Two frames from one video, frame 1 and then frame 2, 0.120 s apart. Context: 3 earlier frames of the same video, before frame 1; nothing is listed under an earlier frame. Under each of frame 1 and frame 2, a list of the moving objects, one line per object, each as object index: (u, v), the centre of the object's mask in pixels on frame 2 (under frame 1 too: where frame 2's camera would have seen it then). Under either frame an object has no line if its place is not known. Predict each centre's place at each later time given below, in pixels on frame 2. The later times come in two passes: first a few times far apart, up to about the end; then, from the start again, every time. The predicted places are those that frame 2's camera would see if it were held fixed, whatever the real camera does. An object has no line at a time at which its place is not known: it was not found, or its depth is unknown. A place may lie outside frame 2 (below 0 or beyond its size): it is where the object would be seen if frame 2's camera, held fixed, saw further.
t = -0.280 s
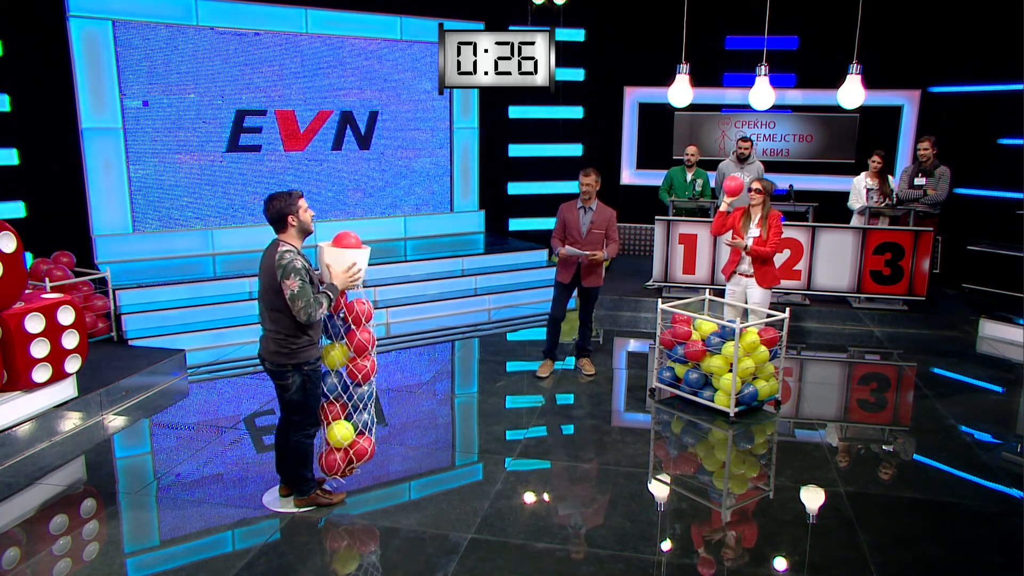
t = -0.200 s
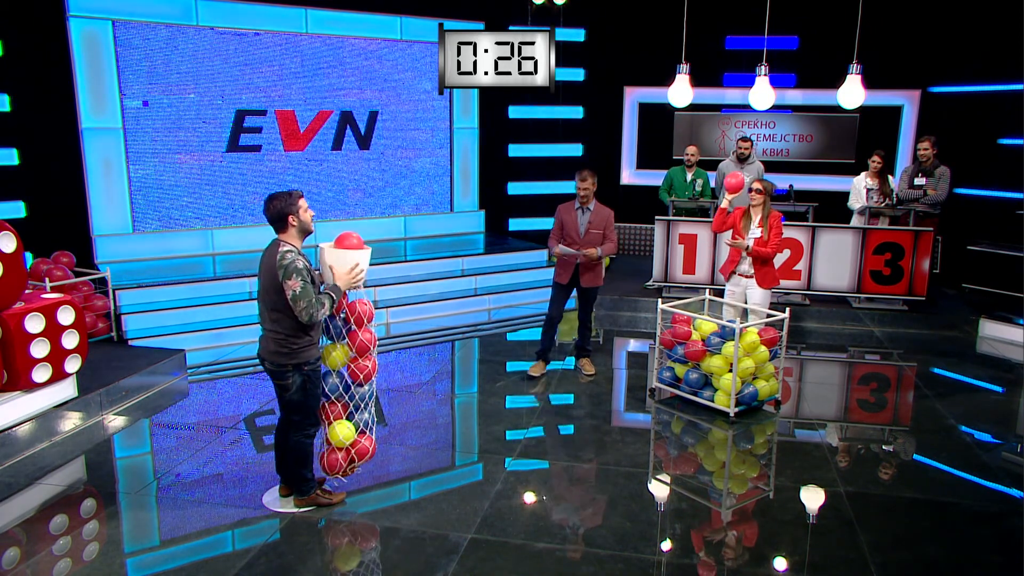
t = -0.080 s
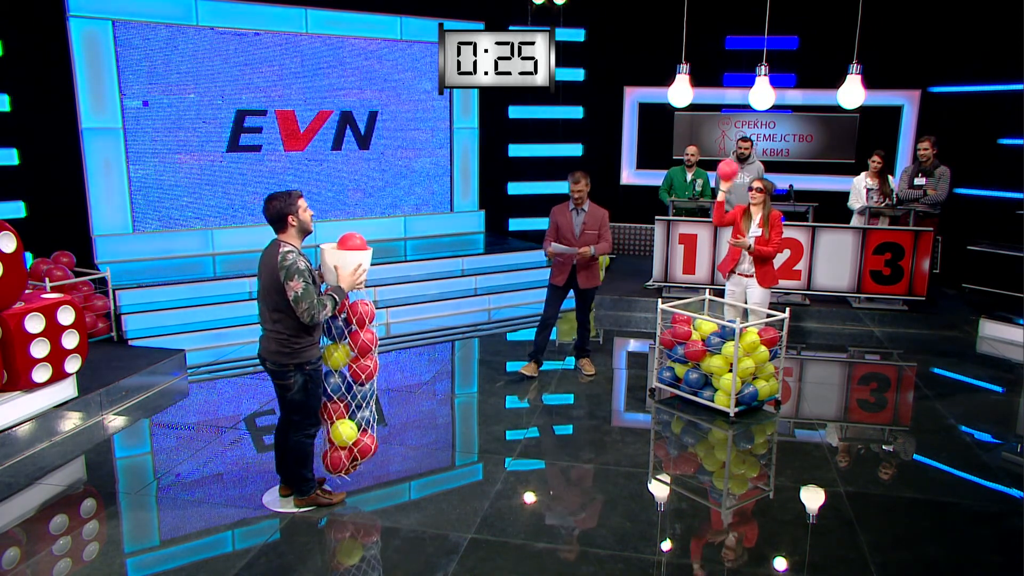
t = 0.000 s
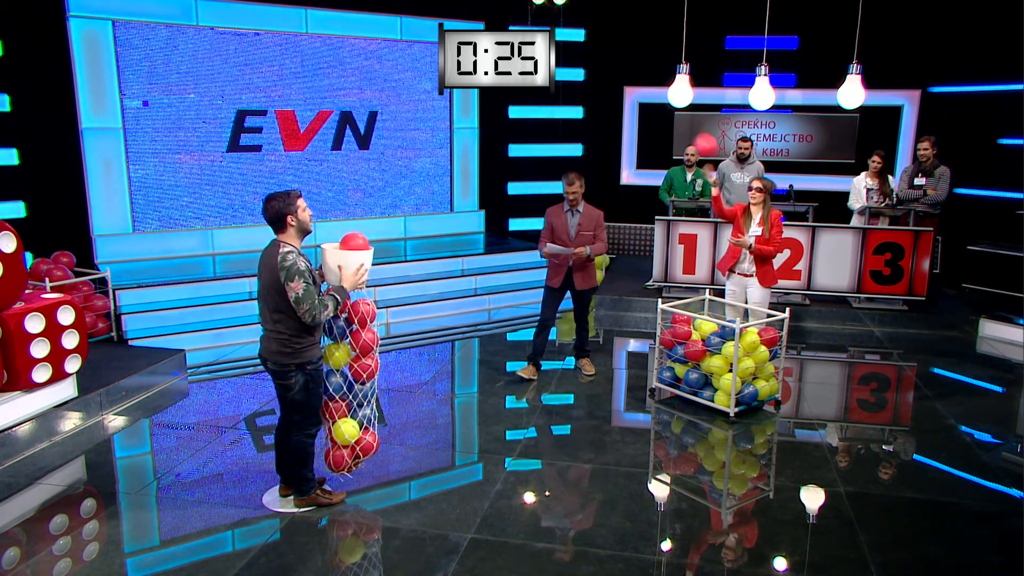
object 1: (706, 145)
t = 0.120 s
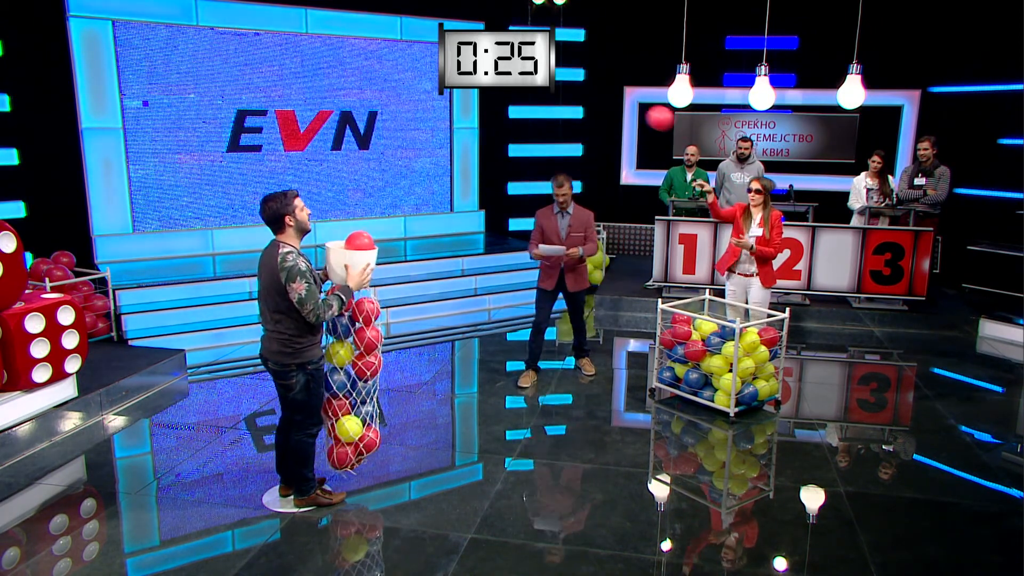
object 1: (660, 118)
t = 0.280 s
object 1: (591, 110)
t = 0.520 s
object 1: (465, 173)
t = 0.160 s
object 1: (646, 114)
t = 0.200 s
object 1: (625, 110)
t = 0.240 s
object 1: (607, 109)
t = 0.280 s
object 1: (591, 110)
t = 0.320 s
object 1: (571, 114)
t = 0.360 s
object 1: (549, 121)
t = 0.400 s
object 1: (529, 129)
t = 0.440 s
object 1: (507, 140)
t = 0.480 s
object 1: (489, 155)
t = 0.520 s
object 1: (465, 173)
